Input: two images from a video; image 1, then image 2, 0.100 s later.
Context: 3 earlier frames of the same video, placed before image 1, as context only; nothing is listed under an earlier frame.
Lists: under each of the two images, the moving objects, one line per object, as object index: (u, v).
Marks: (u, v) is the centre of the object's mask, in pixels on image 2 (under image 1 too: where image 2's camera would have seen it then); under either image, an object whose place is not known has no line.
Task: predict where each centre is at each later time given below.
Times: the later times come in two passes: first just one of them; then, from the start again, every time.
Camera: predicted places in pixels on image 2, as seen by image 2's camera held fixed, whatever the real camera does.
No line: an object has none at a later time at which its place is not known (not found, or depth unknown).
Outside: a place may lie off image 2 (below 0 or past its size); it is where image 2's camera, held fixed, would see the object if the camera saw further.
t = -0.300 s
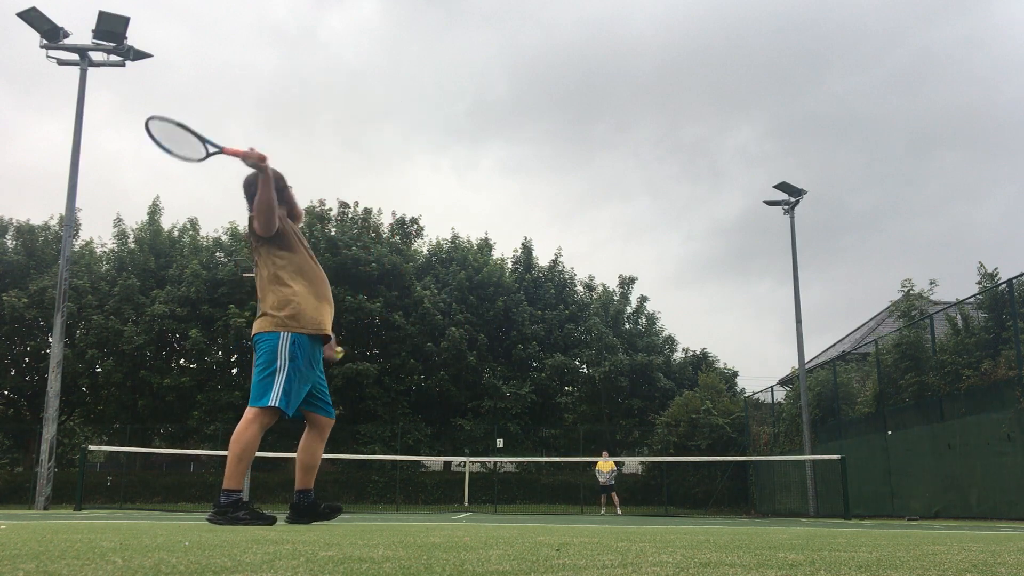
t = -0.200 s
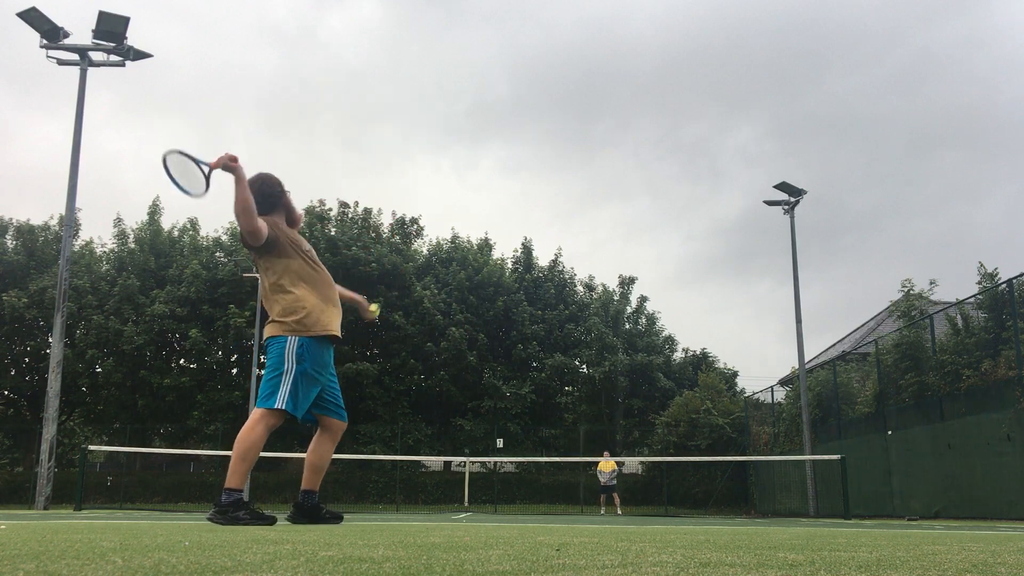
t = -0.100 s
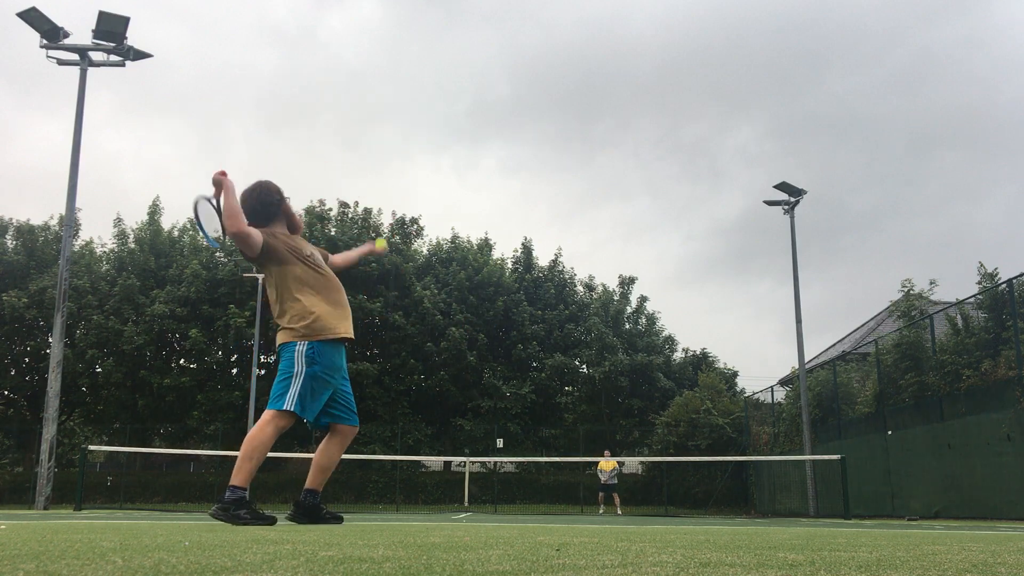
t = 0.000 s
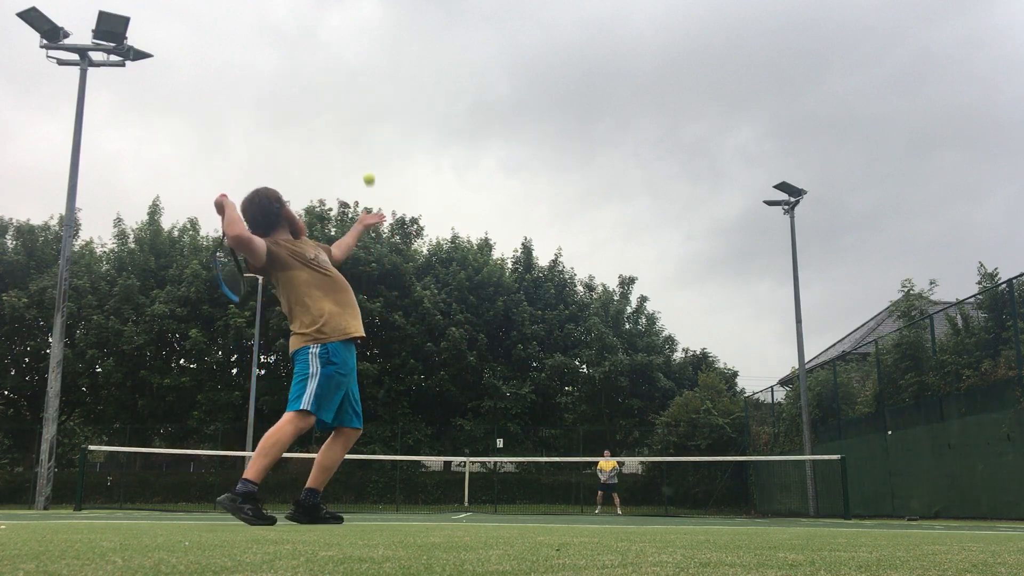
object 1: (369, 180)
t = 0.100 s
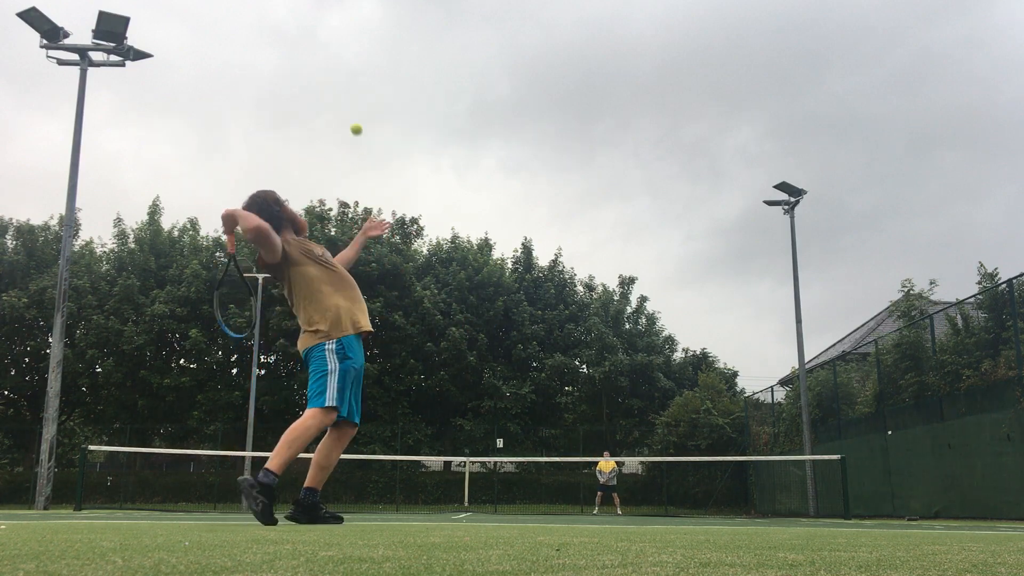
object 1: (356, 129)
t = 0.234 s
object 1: (338, 86)
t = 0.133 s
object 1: (352, 116)
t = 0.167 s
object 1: (347, 104)
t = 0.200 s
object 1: (343, 94)
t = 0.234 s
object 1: (338, 86)
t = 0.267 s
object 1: (333, 79)
